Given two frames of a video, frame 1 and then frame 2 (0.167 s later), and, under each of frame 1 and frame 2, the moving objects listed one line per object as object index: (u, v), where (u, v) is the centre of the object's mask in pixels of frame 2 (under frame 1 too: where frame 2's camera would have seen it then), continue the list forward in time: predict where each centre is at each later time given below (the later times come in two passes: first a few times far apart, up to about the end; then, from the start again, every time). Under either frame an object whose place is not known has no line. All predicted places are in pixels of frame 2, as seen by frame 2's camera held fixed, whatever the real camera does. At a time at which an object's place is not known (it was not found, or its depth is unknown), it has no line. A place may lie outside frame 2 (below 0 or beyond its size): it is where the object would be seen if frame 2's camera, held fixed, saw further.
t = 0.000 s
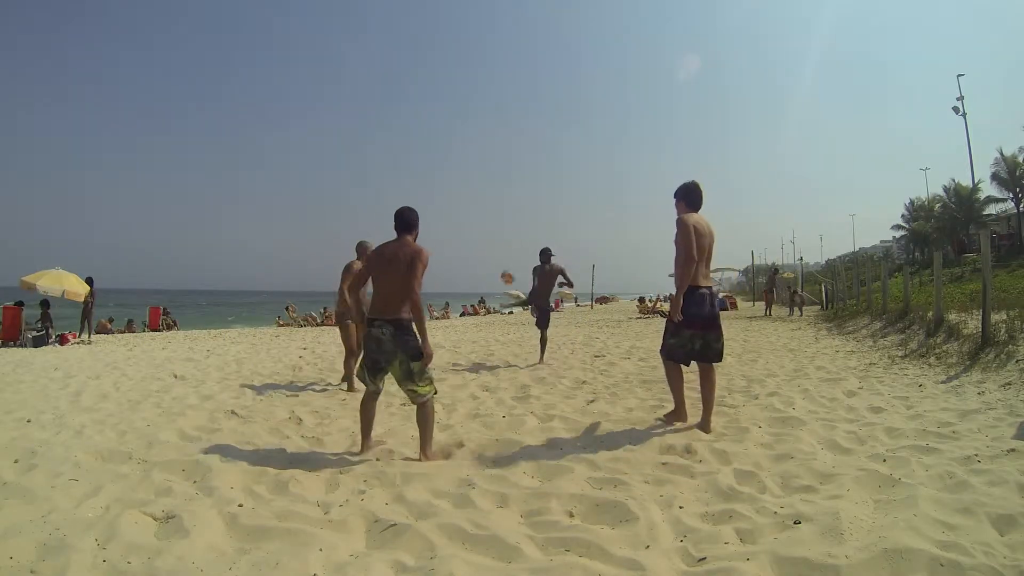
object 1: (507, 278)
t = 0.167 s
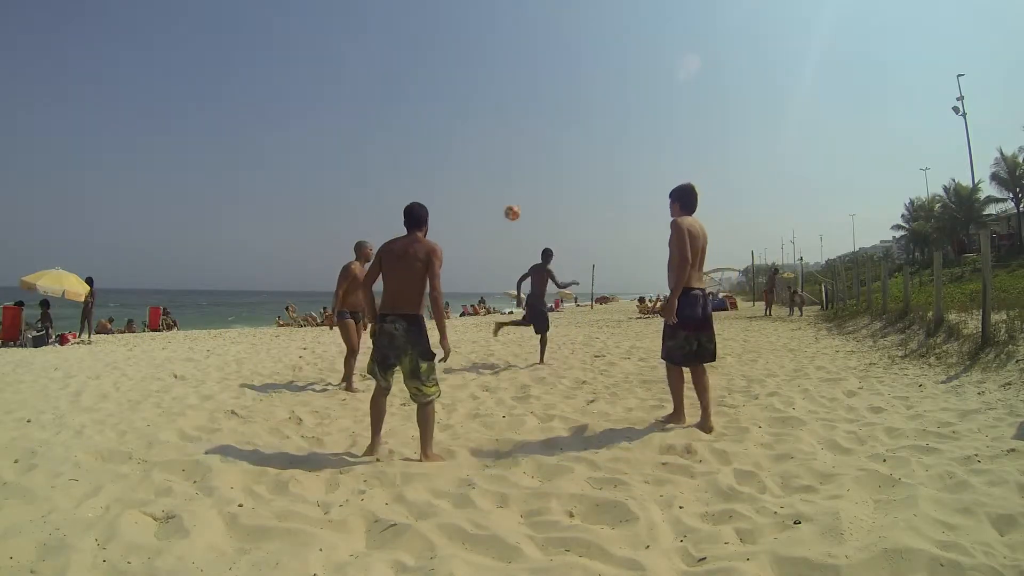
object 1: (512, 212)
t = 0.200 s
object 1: (513, 201)
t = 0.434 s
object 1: (519, 136)
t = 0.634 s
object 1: (525, 105)
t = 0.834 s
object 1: (534, 103)
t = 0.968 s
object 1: (541, 127)
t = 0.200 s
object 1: (513, 201)
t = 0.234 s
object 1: (514, 191)
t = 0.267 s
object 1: (514, 180)
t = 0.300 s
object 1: (516, 170)
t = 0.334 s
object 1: (516, 161)
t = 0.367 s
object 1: (517, 152)
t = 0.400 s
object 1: (518, 144)
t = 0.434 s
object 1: (519, 136)
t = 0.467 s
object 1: (520, 130)
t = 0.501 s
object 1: (521, 123)
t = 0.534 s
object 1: (522, 117)
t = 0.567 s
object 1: (523, 113)
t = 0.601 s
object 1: (524, 108)
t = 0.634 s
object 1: (525, 105)
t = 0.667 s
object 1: (526, 102)
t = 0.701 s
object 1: (528, 100)
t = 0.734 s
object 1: (529, 99)
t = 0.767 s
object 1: (530, 99)
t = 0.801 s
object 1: (532, 100)
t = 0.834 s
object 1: (534, 103)
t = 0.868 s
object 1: (535, 107)
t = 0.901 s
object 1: (537, 111)
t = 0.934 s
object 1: (539, 118)
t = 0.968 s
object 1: (541, 127)
